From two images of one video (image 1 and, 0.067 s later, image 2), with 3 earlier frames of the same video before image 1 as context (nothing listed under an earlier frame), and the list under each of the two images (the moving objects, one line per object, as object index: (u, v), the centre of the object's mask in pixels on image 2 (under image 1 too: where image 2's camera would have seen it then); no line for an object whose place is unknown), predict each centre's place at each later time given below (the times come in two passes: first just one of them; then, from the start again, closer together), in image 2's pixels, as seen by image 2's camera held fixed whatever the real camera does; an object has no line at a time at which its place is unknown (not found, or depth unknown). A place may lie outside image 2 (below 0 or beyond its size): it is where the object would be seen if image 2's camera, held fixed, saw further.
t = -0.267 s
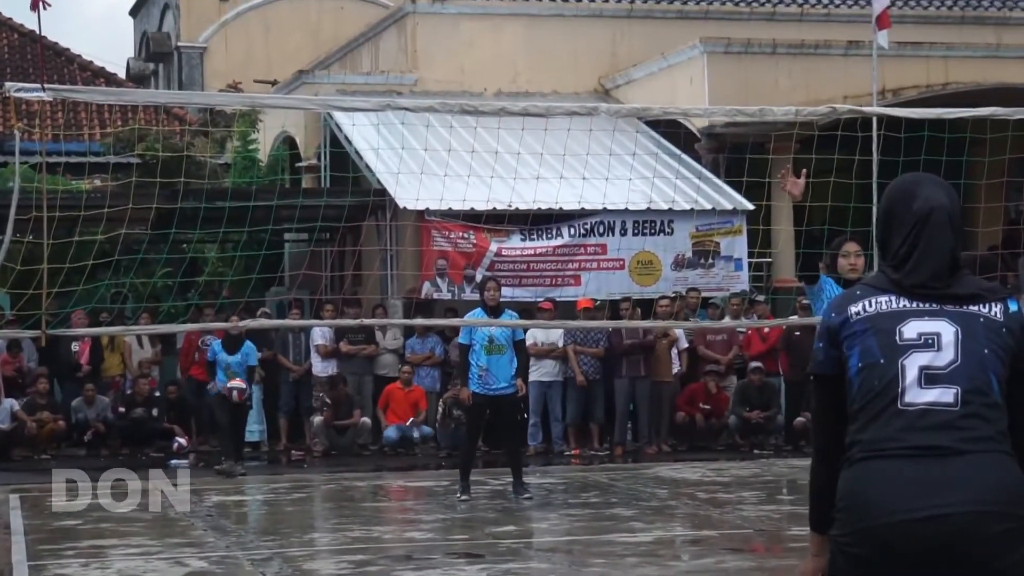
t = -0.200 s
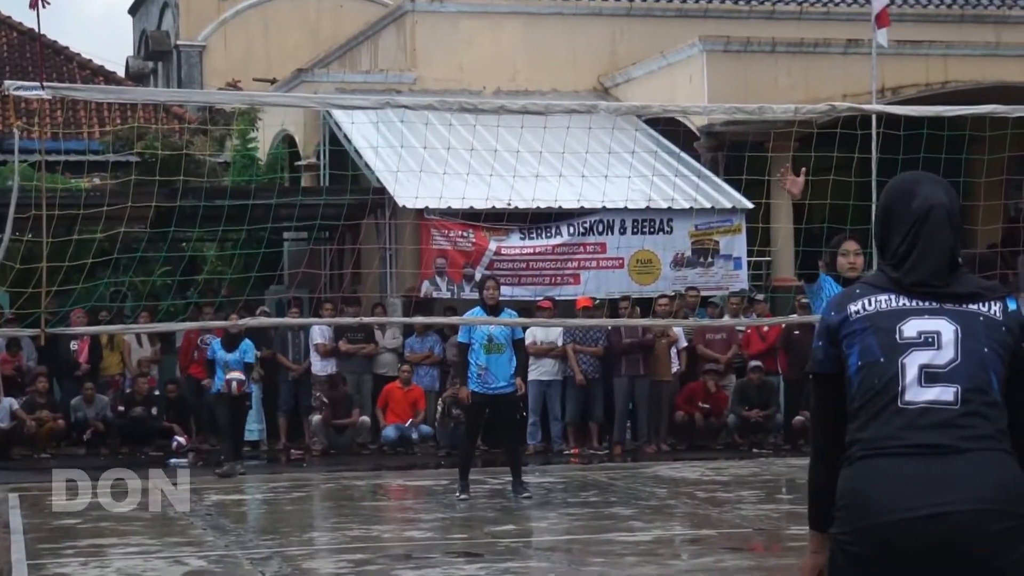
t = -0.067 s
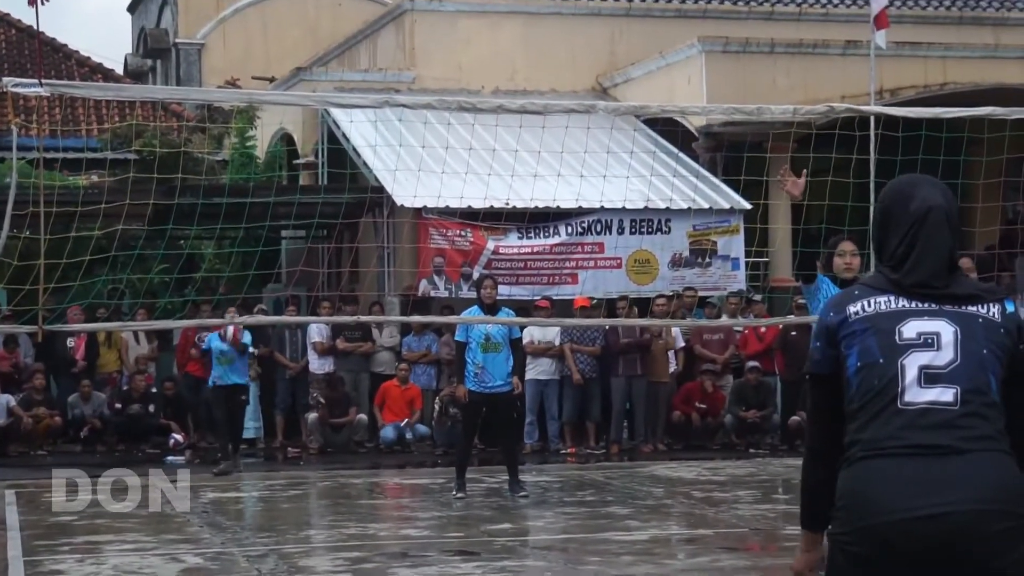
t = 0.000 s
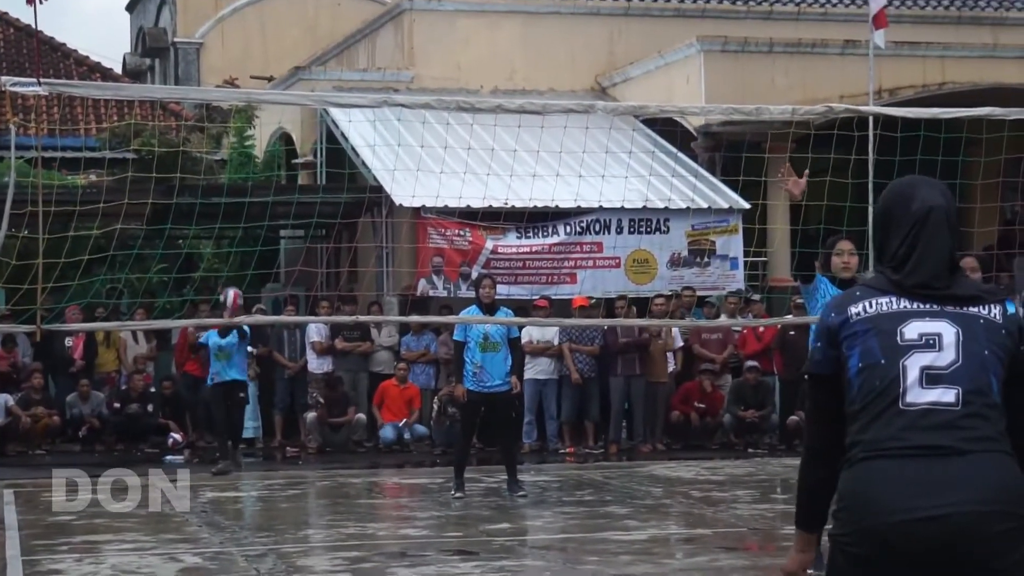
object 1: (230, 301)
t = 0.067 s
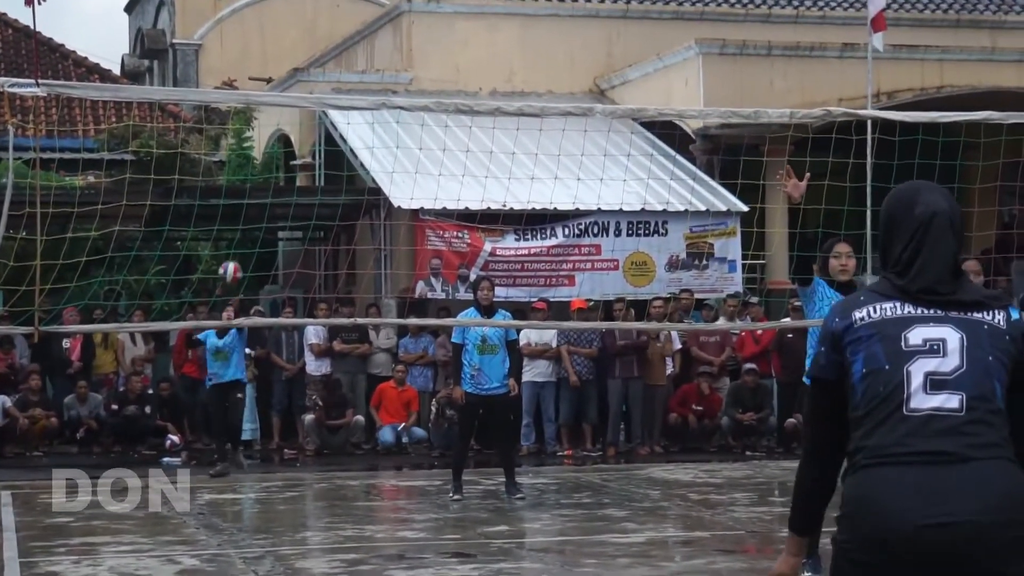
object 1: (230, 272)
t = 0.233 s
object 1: (233, 224)
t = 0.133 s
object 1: (231, 248)
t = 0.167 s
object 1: (232, 239)
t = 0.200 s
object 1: (232, 231)
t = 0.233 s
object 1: (233, 224)
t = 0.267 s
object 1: (234, 217)
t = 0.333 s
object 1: (234, 209)
